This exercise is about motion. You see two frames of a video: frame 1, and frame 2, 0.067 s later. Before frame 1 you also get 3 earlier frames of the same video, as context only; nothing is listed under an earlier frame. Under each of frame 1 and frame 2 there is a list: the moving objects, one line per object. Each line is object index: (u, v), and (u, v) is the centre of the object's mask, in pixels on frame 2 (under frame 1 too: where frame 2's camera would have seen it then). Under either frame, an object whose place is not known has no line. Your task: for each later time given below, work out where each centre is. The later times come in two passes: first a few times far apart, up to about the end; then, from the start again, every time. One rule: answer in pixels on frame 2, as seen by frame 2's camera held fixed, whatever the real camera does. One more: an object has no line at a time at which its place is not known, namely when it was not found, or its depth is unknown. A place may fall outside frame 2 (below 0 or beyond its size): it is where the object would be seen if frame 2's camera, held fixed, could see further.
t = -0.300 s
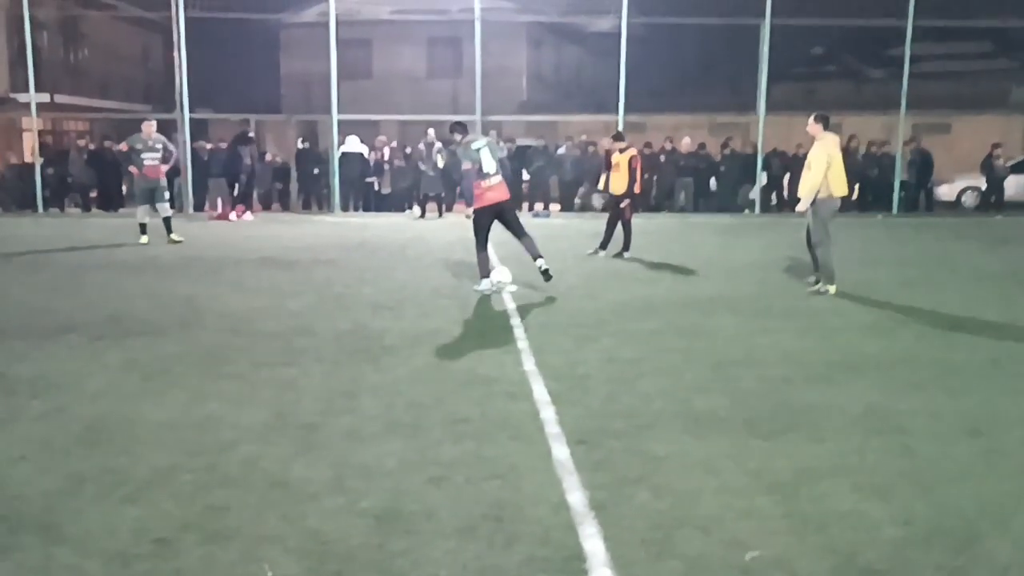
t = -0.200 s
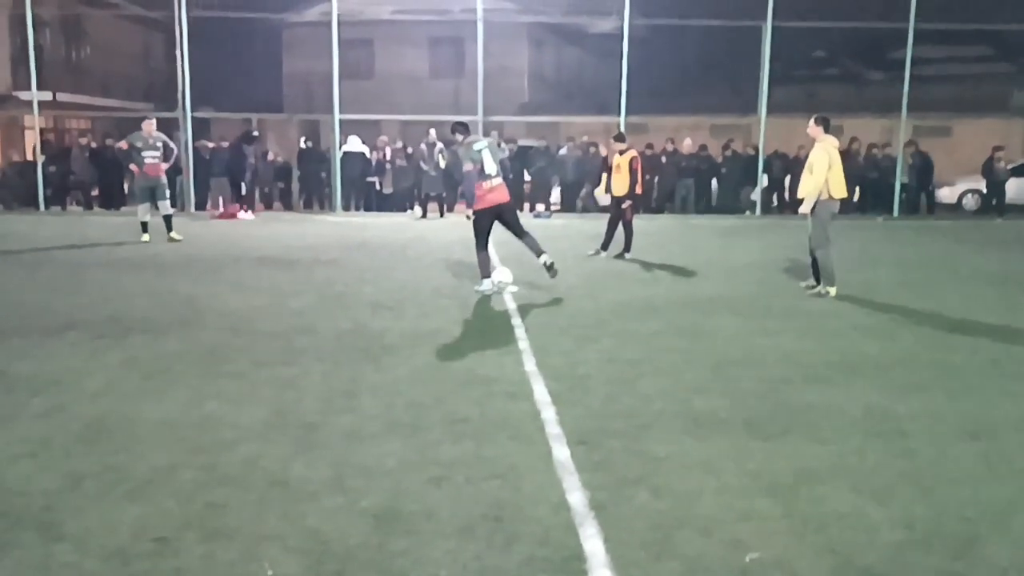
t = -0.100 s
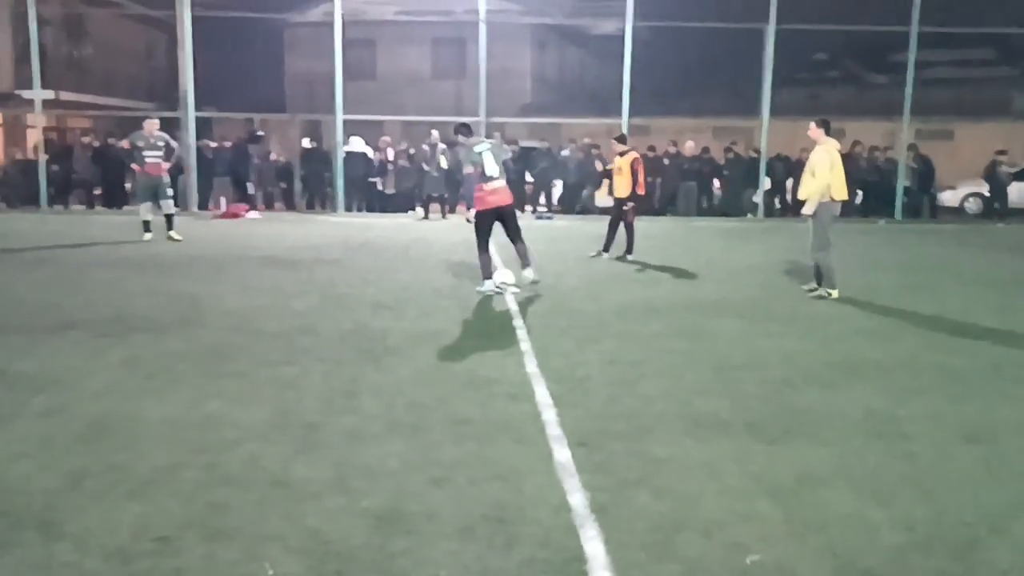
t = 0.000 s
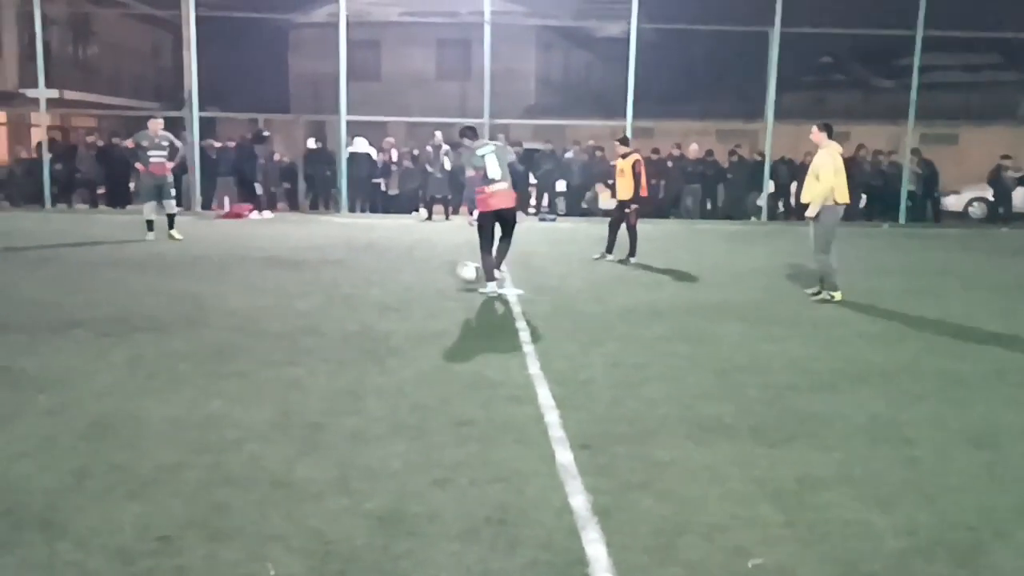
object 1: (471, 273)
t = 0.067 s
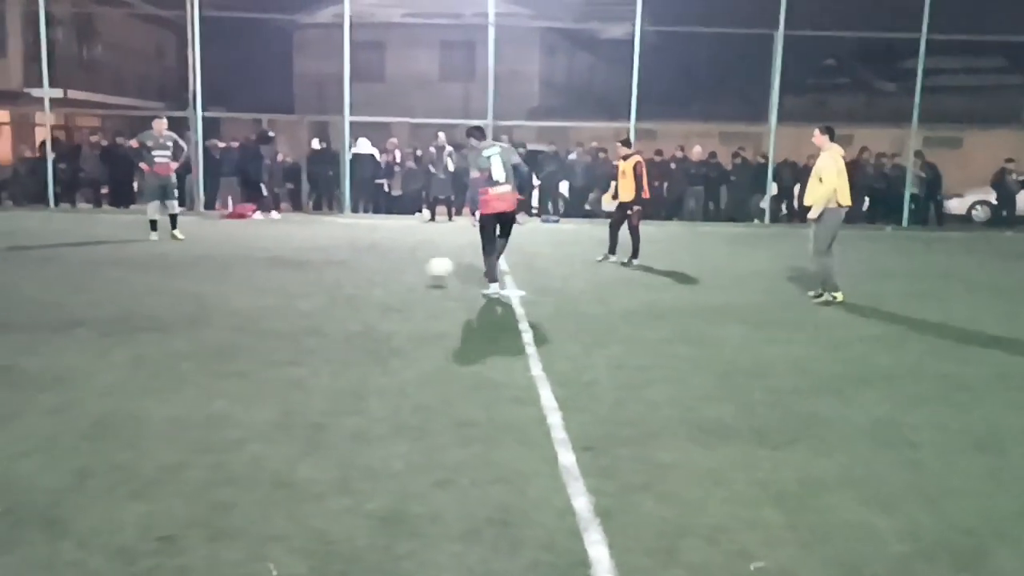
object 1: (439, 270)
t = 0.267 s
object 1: (357, 256)
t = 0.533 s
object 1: (279, 254)
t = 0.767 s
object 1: (225, 242)
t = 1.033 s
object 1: (172, 233)
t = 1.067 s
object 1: (164, 234)
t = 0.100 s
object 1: (422, 269)
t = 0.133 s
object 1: (406, 267)
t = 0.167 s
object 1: (392, 268)
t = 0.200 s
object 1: (378, 264)
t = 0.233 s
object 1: (367, 260)
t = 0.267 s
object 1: (357, 256)
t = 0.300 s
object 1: (346, 253)
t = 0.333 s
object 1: (336, 251)
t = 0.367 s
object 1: (326, 247)
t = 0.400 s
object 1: (316, 246)
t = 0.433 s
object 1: (306, 249)
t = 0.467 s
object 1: (297, 250)
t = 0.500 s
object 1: (288, 253)
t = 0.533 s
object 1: (279, 254)
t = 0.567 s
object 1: (271, 251)
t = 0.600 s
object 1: (263, 246)
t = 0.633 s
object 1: (255, 243)
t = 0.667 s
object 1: (248, 241)
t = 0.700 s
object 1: (239, 240)
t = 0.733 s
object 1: (232, 240)
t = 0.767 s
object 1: (225, 242)
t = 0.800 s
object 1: (217, 243)
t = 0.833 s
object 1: (210, 244)
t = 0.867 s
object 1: (203, 241)
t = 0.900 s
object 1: (196, 238)
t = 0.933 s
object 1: (190, 235)
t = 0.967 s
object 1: (183, 234)
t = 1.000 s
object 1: (178, 233)
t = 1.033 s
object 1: (172, 233)
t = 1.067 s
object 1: (164, 234)
